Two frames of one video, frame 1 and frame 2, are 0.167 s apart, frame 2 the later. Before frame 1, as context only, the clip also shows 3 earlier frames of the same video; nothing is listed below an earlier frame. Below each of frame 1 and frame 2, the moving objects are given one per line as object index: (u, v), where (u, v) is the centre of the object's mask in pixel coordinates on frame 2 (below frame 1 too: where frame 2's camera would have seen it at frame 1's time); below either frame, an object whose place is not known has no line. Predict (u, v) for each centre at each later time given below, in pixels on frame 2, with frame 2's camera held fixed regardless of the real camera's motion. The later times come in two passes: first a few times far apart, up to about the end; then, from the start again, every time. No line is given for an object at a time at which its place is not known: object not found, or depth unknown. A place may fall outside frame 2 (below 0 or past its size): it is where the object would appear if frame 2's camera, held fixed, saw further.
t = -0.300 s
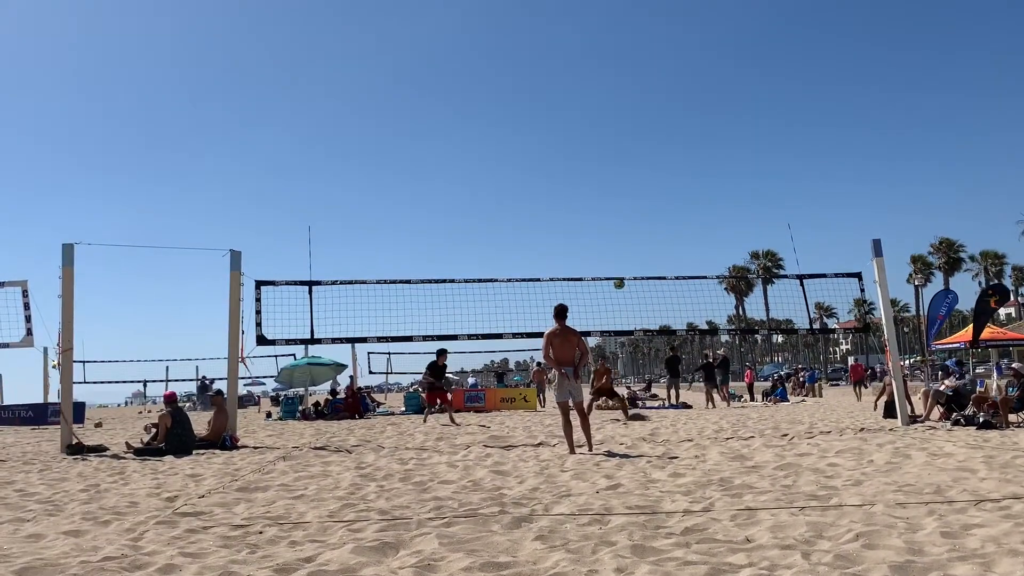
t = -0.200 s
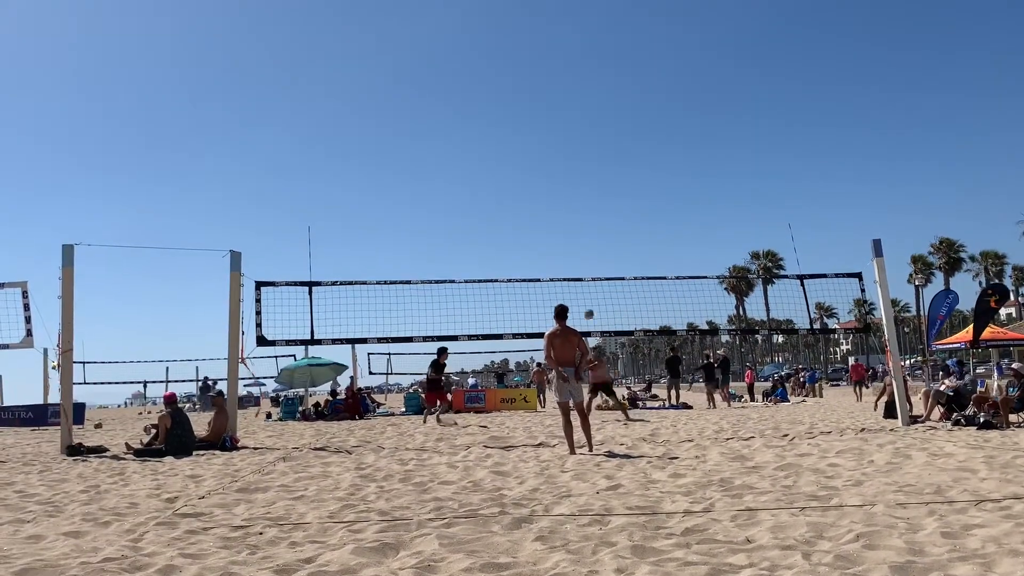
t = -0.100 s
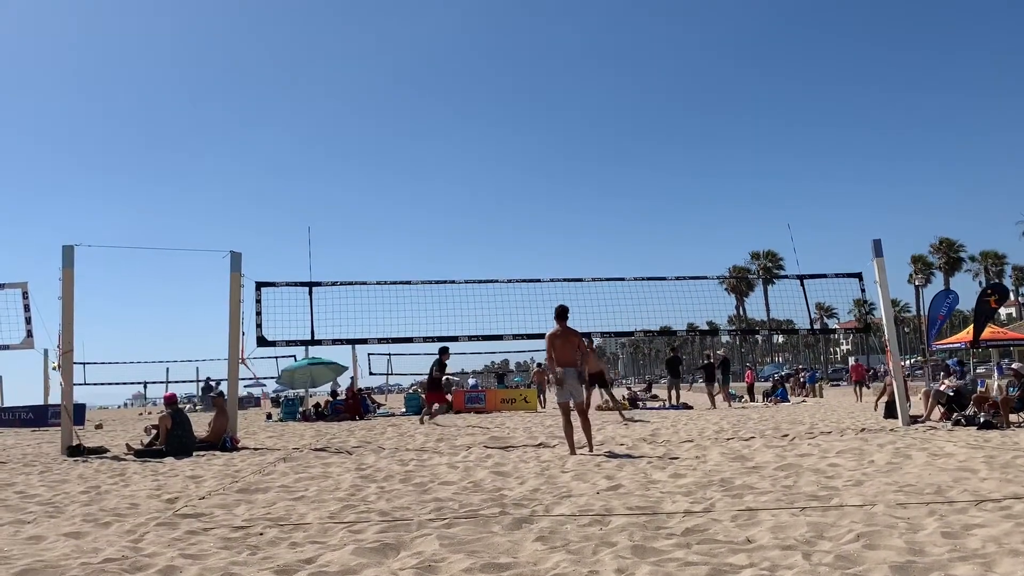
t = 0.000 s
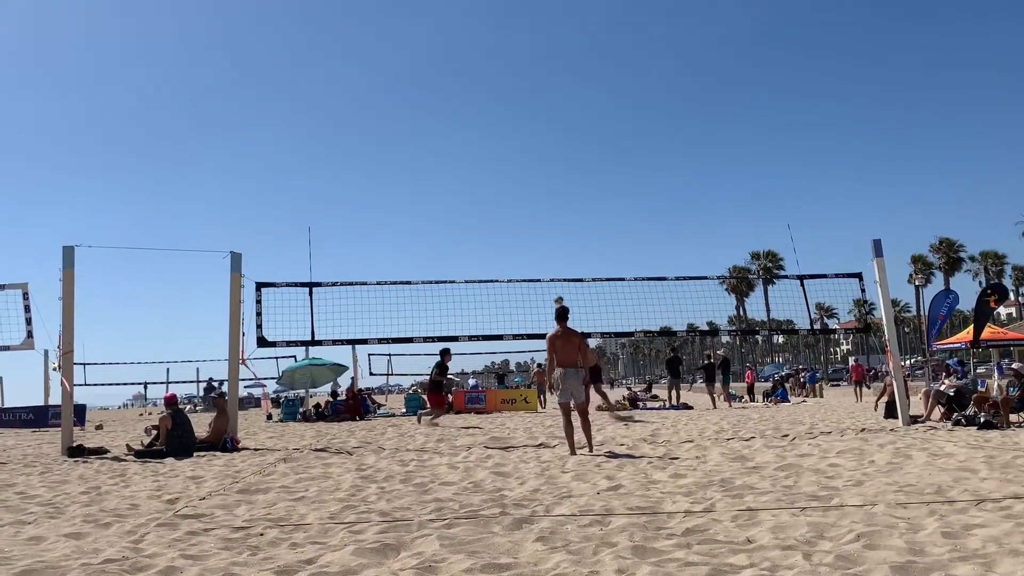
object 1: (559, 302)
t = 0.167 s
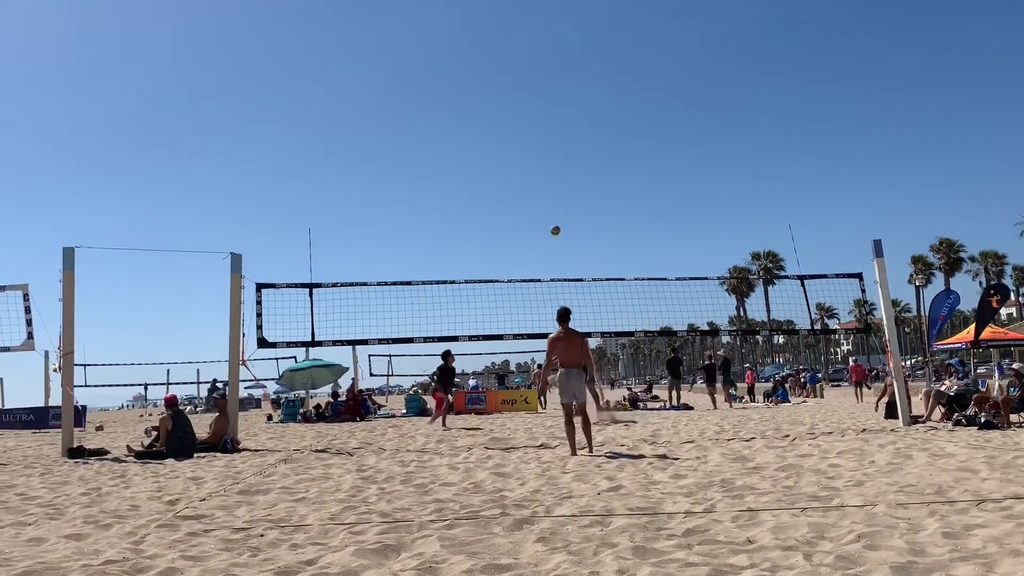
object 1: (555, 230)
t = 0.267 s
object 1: (555, 195)
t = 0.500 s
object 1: (556, 131)
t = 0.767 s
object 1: (563, 90)
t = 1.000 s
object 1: (576, 83)
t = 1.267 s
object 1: (599, 108)
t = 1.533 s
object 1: (630, 171)
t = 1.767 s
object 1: (666, 262)
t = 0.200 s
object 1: (555, 218)
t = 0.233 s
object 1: (554, 207)
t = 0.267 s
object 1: (555, 195)
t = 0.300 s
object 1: (554, 185)
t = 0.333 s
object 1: (555, 175)
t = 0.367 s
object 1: (555, 165)
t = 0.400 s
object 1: (555, 155)
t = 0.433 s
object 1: (555, 147)
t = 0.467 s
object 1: (555, 139)
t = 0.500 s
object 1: (556, 131)
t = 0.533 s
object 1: (556, 124)
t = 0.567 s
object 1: (557, 118)
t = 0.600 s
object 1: (557, 112)
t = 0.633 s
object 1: (558, 107)
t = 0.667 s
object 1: (559, 102)
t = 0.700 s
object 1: (561, 97)
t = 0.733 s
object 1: (562, 94)
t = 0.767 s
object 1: (563, 90)
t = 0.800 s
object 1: (565, 88)
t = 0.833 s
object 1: (567, 85)
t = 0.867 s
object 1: (568, 84)
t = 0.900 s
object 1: (570, 83)
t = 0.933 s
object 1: (572, 82)
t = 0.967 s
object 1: (574, 82)
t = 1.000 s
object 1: (576, 83)
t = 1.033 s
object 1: (578, 84)
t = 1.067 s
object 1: (581, 86)
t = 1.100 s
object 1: (584, 88)
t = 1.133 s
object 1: (587, 91)
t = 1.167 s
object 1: (589, 94)
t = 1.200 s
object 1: (592, 98)
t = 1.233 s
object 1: (595, 103)
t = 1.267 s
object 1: (599, 108)
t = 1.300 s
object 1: (602, 114)
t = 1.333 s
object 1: (606, 120)
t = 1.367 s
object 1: (609, 127)
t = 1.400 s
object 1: (613, 135)
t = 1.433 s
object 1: (617, 143)
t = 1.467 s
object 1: (621, 151)
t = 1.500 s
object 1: (626, 161)
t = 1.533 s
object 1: (630, 171)
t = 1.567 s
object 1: (635, 182)
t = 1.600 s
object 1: (639, 193)
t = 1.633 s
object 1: (644, 206)
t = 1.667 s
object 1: (649, 219)
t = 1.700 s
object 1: (655, 232)
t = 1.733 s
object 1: (660, 247)
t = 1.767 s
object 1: (666, 262)
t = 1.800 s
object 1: (672, 278)
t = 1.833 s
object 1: (677, 294)
